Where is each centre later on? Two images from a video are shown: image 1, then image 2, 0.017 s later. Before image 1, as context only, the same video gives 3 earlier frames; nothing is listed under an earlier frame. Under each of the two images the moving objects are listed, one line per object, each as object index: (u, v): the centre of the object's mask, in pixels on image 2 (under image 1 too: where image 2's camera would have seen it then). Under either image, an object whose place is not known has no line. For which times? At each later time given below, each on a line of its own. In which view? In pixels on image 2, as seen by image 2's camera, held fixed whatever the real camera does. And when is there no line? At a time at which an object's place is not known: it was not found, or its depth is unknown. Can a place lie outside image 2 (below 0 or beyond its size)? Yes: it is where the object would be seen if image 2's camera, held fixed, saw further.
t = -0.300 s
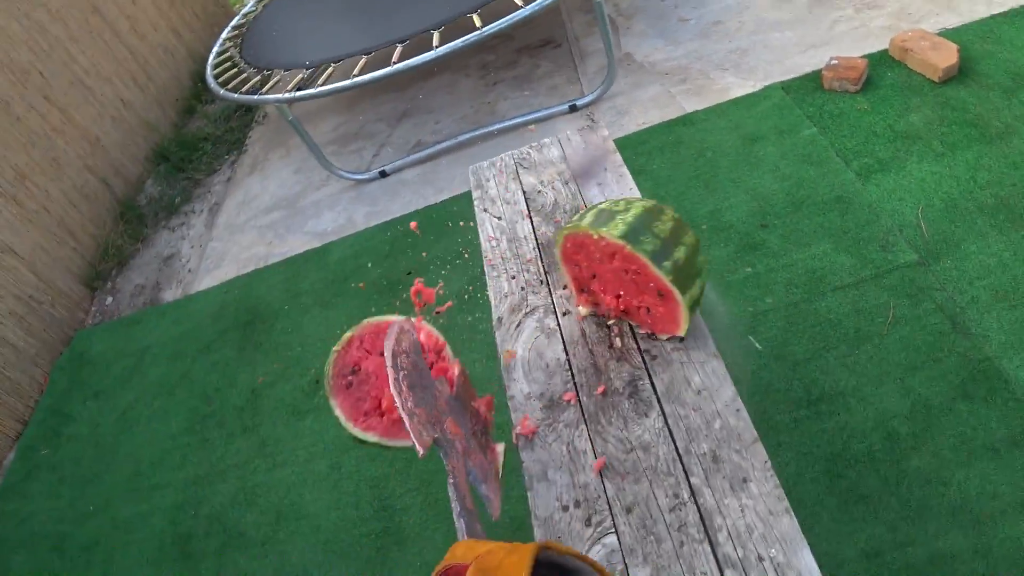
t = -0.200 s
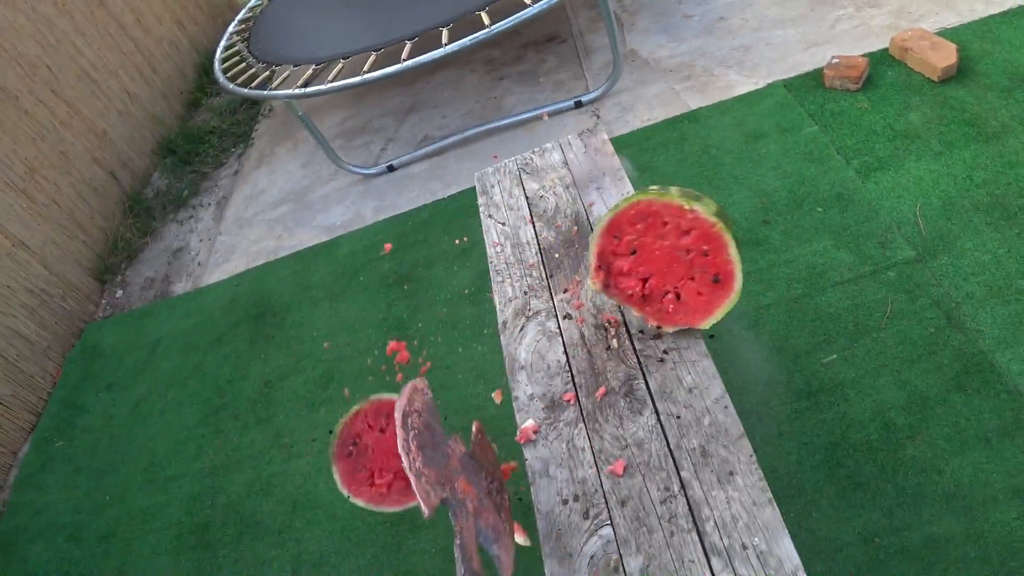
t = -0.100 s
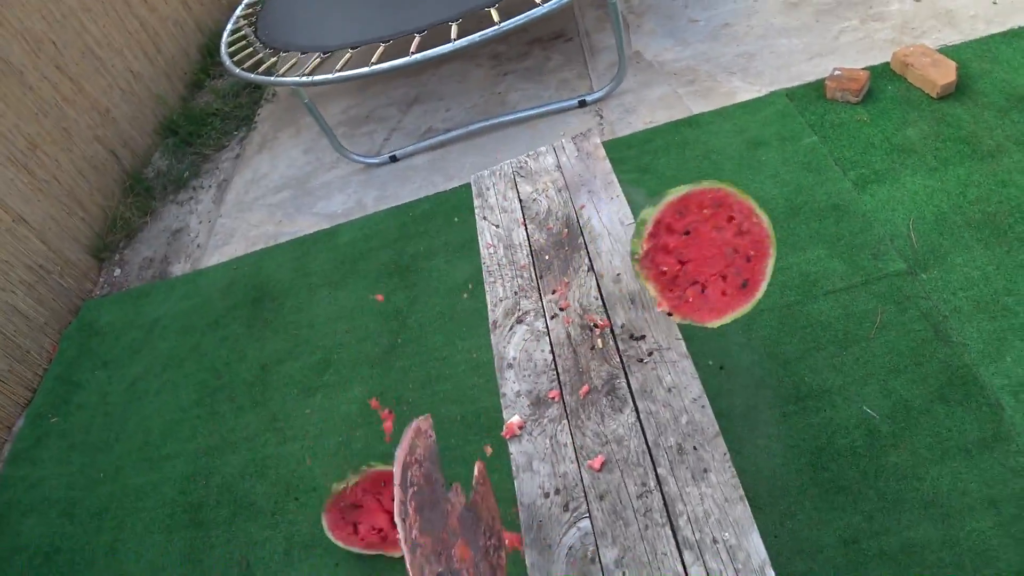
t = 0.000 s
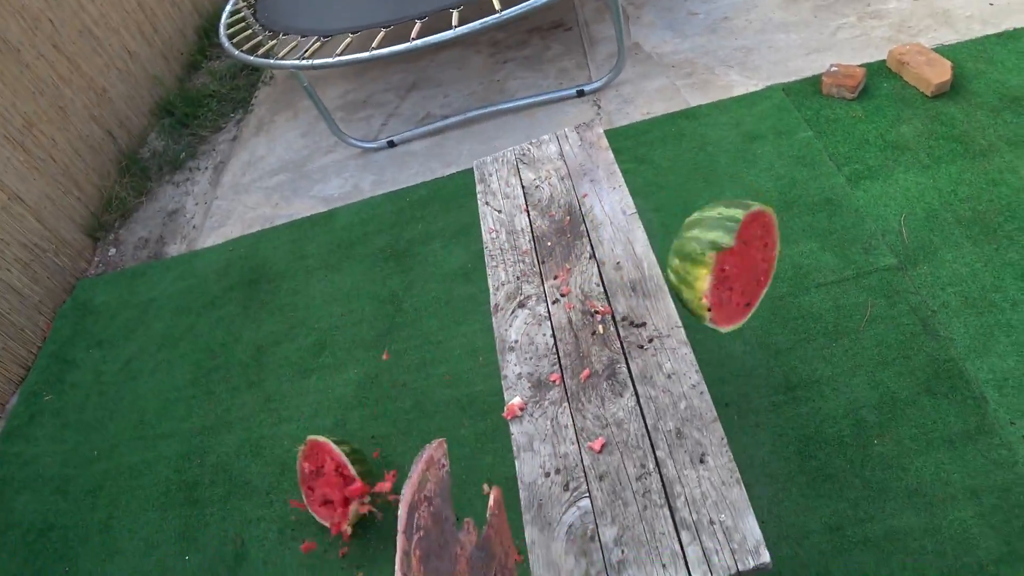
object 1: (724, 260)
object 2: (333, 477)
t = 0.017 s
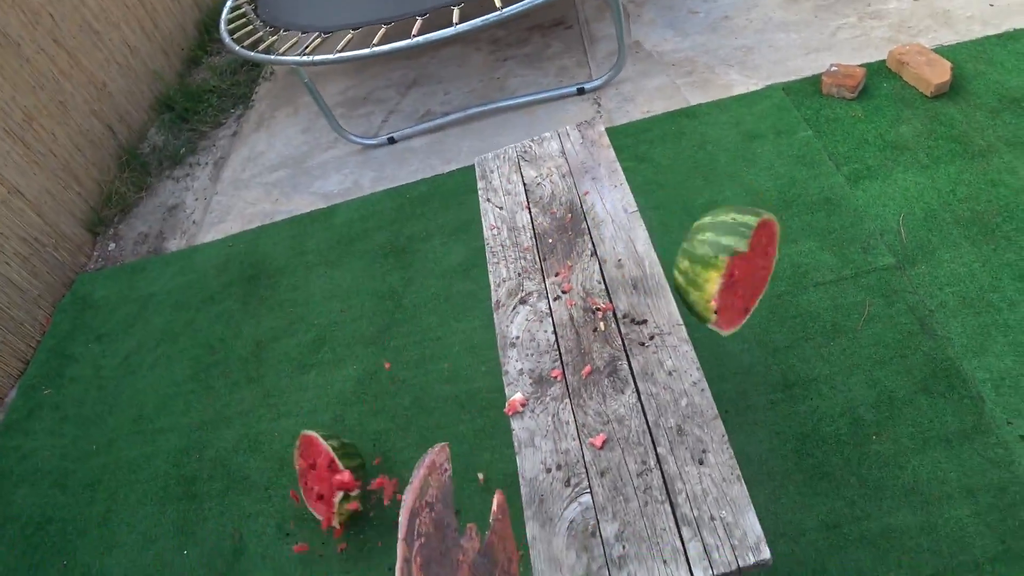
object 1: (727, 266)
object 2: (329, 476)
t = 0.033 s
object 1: (729, 272)
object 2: (325, 475)
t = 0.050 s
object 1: (732, 280)
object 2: (321, 474)
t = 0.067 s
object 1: (735, 287)
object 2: (319, 472)
